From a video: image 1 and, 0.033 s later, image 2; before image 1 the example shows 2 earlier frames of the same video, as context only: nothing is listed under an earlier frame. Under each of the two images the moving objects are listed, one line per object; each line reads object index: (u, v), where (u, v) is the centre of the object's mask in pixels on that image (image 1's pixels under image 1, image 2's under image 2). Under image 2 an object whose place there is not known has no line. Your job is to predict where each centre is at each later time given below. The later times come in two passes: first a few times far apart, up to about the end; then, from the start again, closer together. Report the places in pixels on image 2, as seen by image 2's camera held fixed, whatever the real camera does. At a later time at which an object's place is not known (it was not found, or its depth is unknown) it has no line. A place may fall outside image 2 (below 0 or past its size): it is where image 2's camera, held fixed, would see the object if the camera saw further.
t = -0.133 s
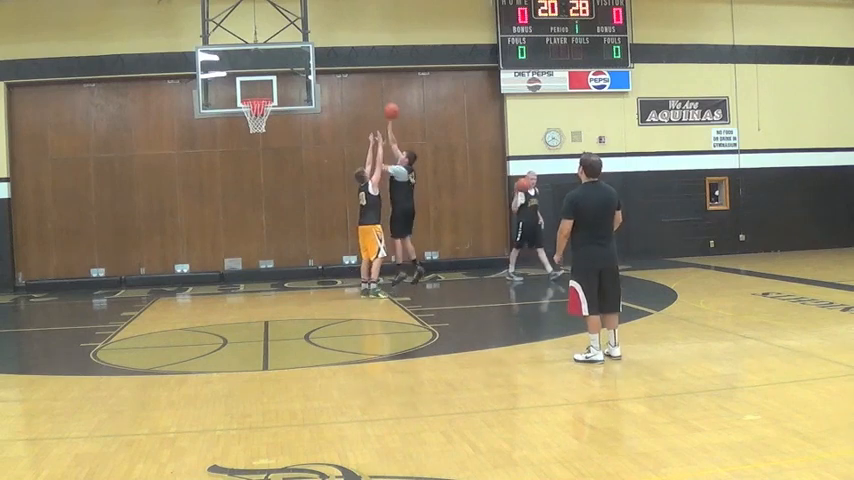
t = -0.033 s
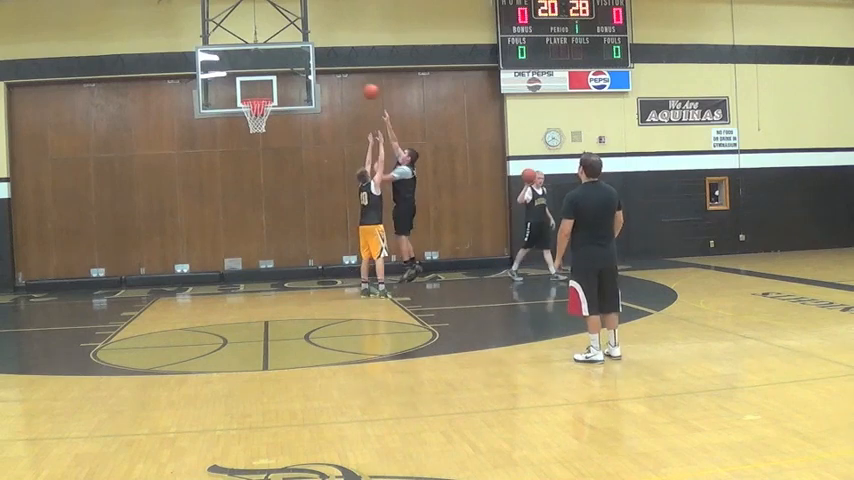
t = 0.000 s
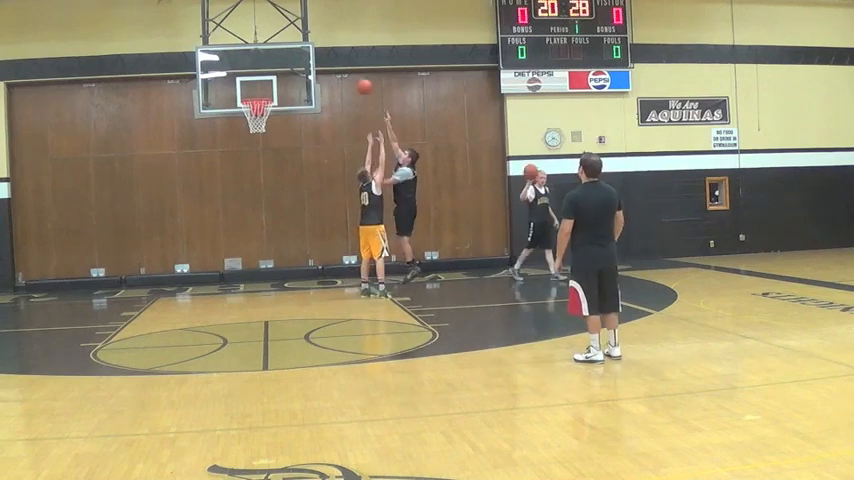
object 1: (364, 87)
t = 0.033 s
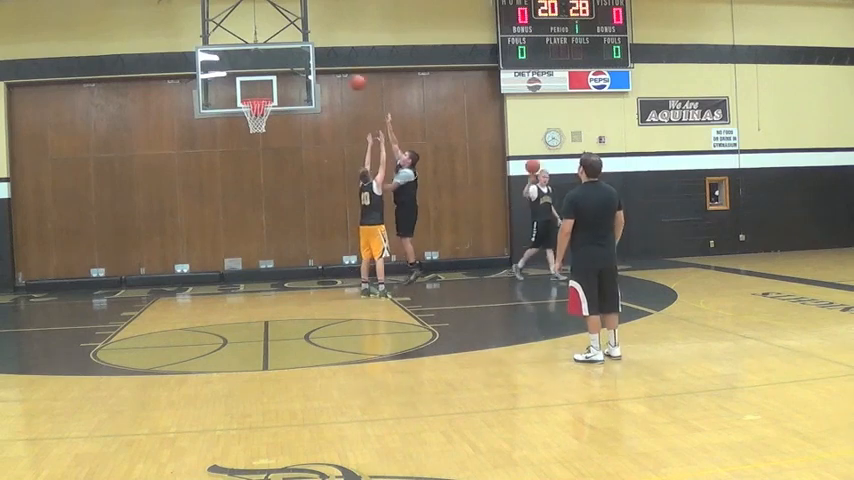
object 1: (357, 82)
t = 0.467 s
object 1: (269, 90)
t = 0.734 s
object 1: (238, 127)
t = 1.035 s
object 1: (228, 191)
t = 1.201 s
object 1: (223, 250)
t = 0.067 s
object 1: (350, 78)
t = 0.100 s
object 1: (343, 75)
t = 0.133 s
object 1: (336, 74)
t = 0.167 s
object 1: (329, 72)
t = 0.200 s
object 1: (323, 71)
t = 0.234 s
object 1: (316, 71)
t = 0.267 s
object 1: (310, 72)
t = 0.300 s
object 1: (302, 72)
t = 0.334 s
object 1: (296, 75)
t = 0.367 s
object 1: (289, 78)
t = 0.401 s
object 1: (283, 80)
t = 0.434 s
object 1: (277, 85)
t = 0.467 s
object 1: (269, 90)
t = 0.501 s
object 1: (263, 93)
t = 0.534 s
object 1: (258, 97)
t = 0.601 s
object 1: (245, 115)
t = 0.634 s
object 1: (260, 110)
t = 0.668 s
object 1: (242, 122)
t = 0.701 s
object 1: (240, 122)
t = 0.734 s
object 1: (238, 127)
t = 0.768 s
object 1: (236, 131)
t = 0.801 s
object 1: (235, 135)
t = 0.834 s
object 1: (234, 141)
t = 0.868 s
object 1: (233, 147)
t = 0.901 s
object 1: (232, 155)
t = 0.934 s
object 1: (231, 163)
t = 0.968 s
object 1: (230, 172)
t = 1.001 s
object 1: (229, 181)
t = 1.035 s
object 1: (228, 191)
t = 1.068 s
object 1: (227, 201)
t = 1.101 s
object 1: (226, 213)
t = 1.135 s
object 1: (225, 224)
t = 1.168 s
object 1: (224, 237)
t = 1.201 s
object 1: (223, 250)
